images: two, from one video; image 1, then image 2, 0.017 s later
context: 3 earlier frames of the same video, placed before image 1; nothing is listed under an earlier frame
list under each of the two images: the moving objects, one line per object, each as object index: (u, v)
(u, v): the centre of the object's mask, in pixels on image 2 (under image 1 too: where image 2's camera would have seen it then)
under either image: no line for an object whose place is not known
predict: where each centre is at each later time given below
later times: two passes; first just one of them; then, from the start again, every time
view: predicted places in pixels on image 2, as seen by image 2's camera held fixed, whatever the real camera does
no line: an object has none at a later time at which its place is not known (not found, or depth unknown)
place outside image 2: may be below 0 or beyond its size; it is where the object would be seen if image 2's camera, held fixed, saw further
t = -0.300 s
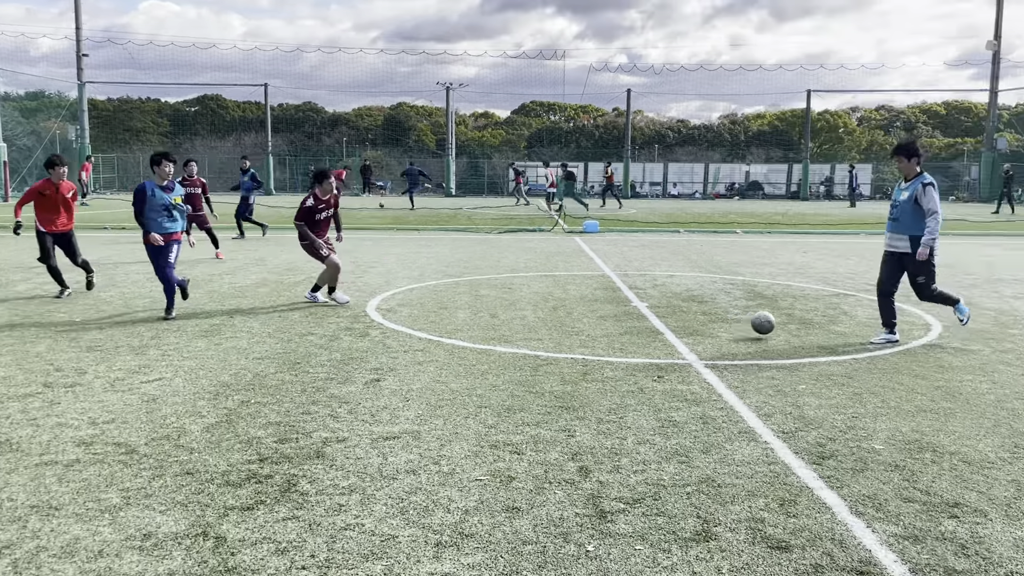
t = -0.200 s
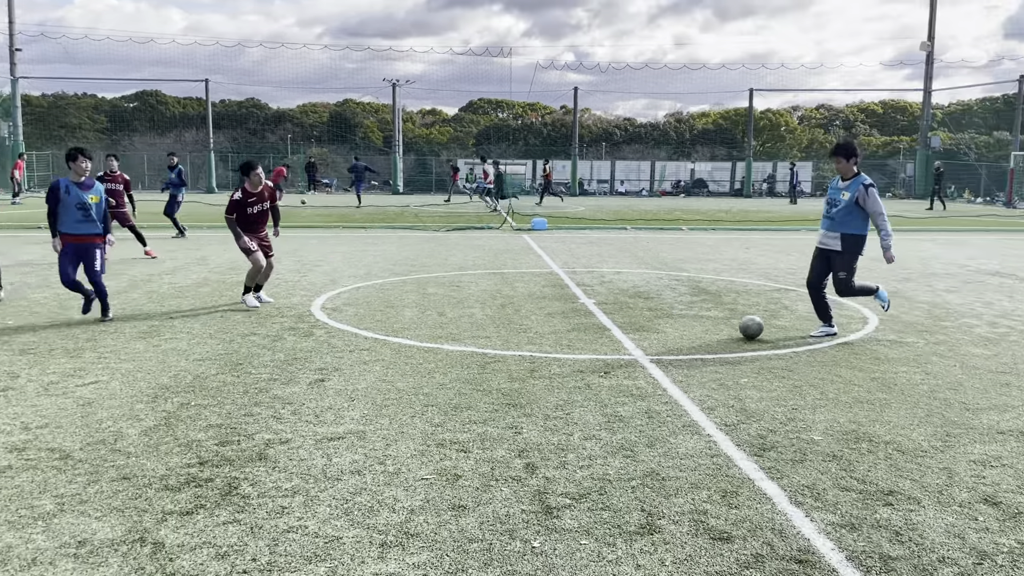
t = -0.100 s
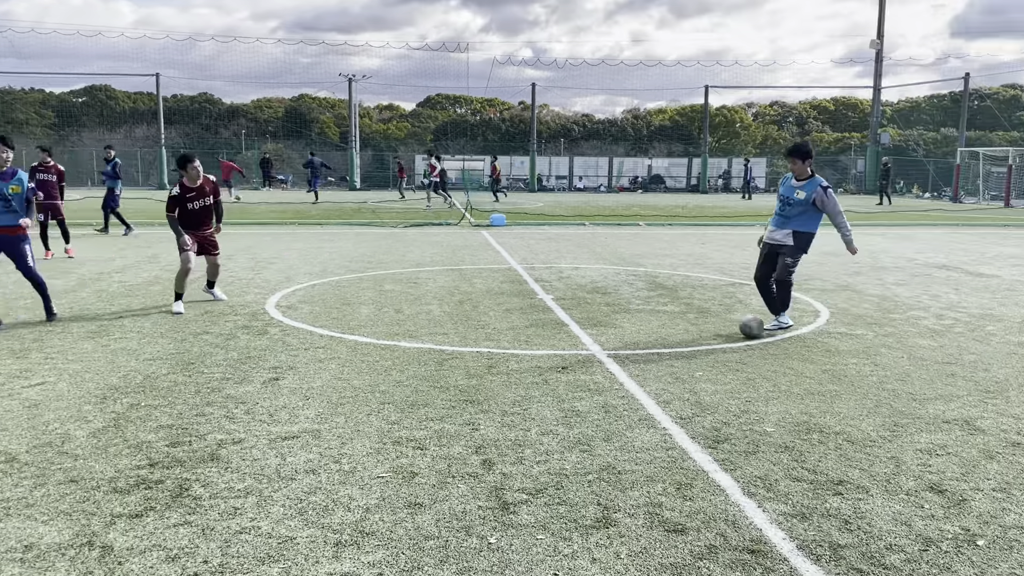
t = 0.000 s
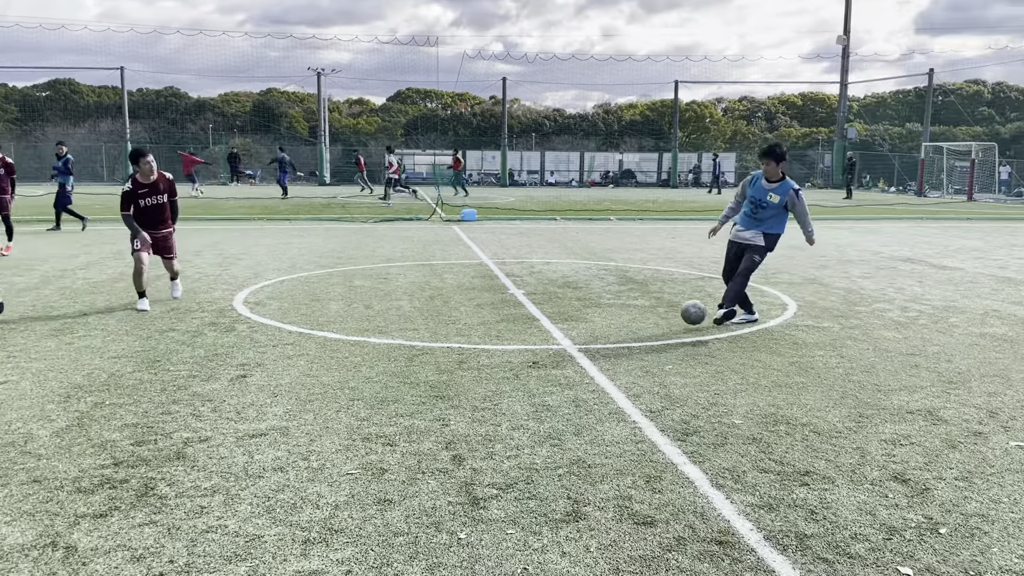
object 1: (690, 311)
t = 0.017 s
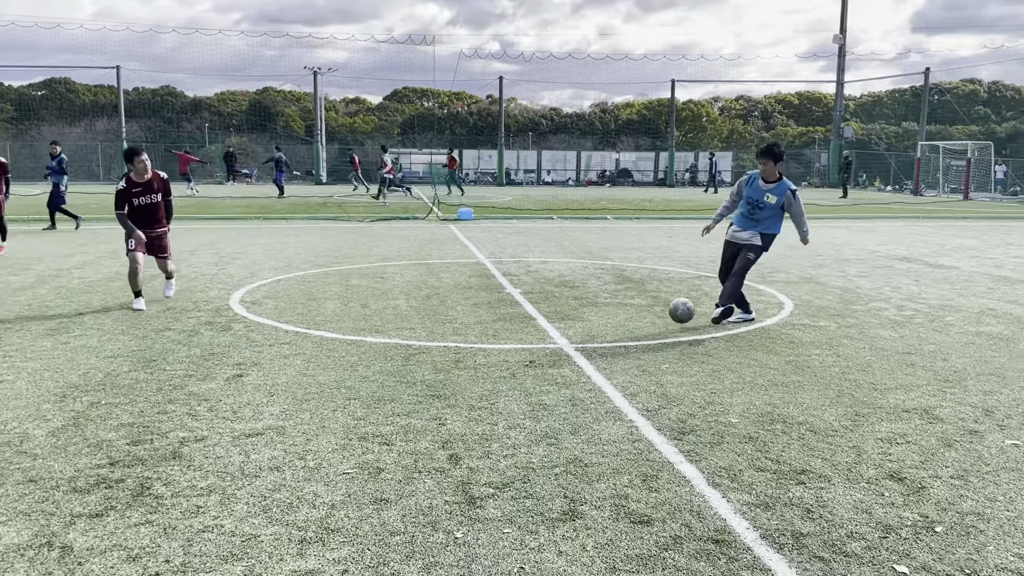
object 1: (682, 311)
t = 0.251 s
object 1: (529, 339)
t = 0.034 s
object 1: (673, 310)
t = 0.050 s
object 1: (664, 310)
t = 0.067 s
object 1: (654, 310)
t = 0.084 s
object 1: (644, 311)
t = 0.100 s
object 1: (635, 311)
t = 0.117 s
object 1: (624, 312)
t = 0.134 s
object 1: (613, 314)
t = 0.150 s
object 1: (603, 316)
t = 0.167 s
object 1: (592, 319)
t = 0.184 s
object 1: (580, 322)
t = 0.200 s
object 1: (568, 325)
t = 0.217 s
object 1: (556, 329)
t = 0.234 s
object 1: (543, 334)
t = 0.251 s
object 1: (529, 339)
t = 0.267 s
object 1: (515, 344)
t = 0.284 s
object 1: (501, 350)
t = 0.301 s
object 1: (486, 357)
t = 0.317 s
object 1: (470, 364)
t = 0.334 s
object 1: (454, 372)
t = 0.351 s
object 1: (437, 381)
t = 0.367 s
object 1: (420, 390)
